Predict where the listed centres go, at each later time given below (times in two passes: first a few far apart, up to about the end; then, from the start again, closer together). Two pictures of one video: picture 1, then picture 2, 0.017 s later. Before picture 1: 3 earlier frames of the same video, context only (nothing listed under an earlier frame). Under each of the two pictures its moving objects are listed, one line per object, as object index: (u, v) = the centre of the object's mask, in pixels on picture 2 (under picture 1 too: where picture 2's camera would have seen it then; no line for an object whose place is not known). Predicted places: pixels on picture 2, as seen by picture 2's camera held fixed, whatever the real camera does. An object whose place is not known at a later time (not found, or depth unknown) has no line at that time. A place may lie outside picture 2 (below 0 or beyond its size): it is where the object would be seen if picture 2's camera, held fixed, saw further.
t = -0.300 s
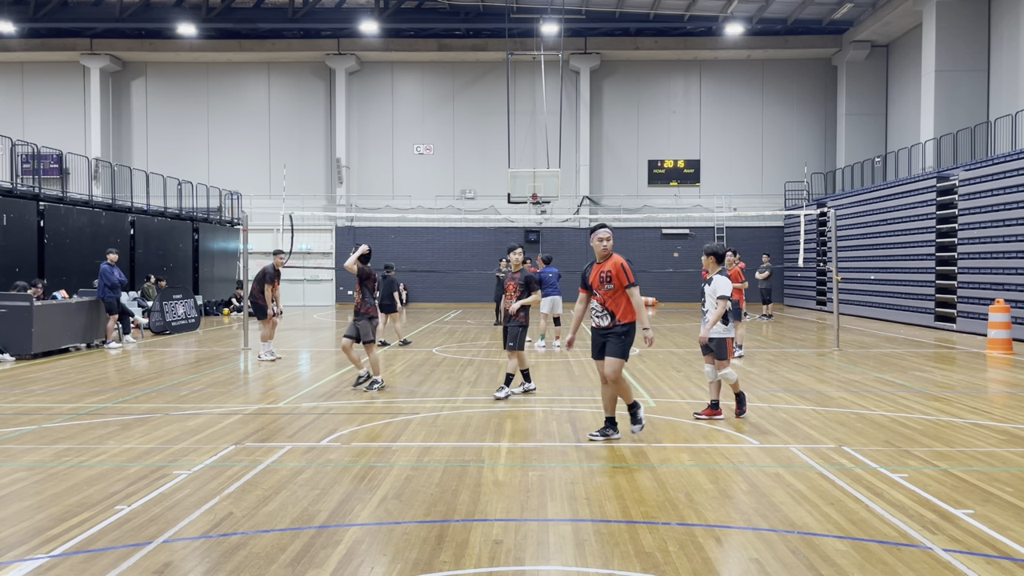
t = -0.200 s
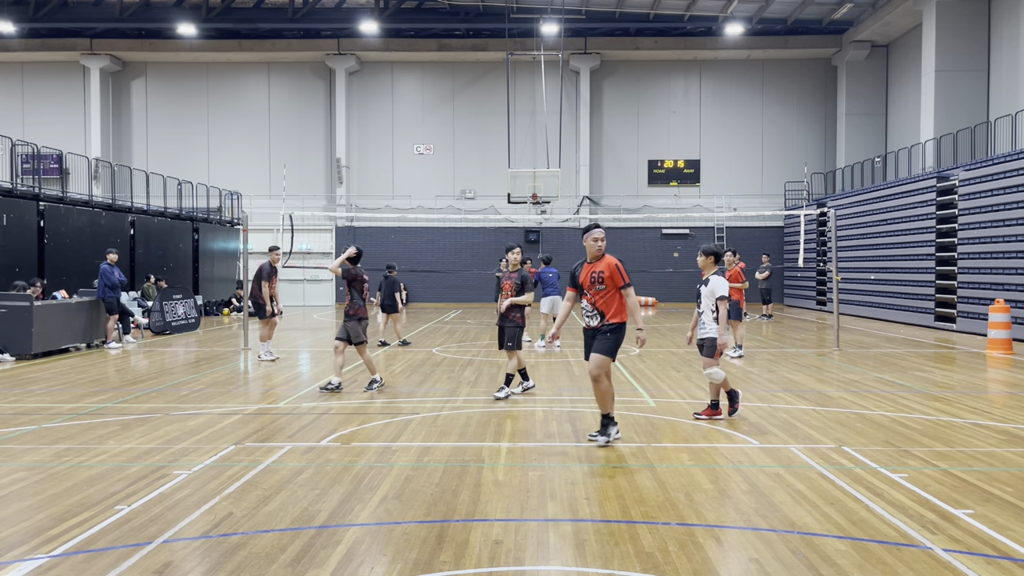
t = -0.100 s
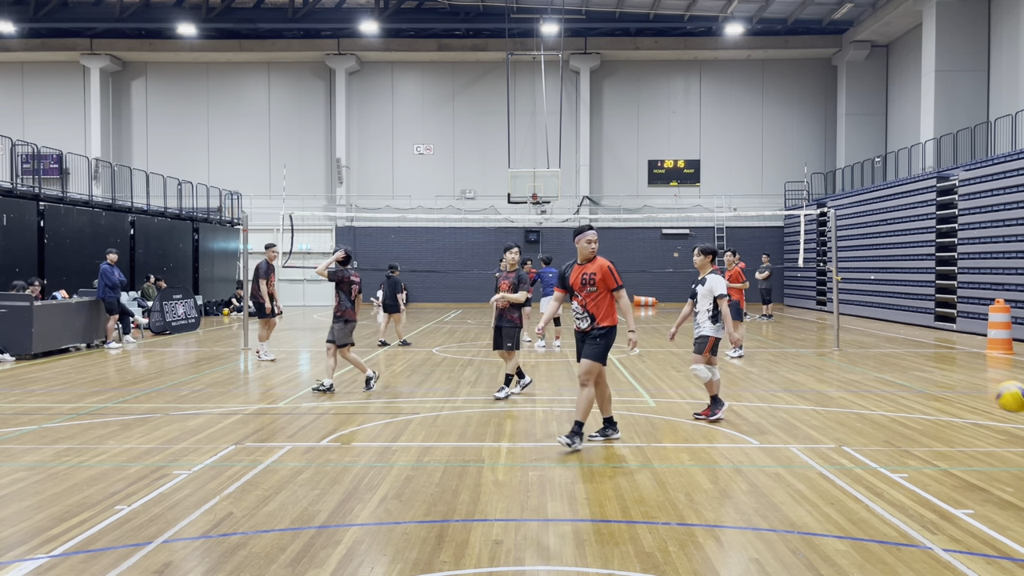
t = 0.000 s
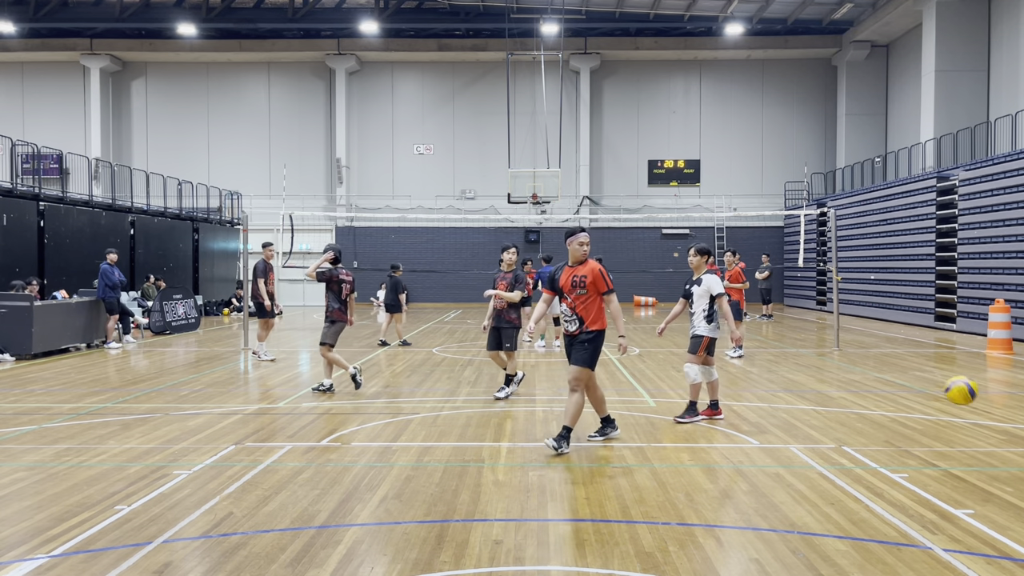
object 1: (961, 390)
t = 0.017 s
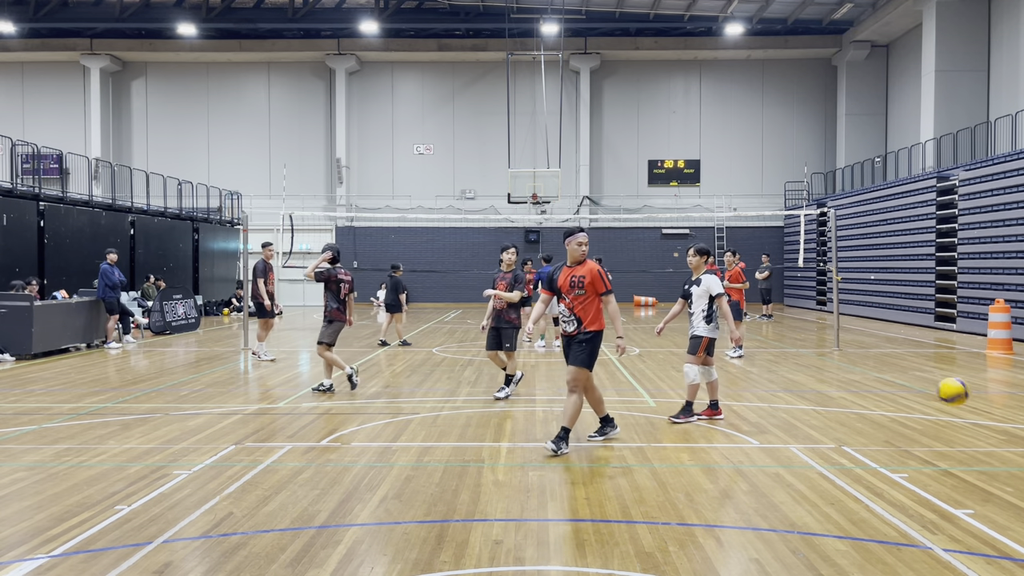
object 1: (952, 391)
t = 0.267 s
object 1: (862, 401)
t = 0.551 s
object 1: (795, 352)
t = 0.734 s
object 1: (764, 365)
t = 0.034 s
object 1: (945, 392)
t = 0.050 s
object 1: (938, 394)
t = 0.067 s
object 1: (932, 395)
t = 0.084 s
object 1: (924, 397)
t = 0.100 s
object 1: (918, 399)
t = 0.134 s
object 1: (905, 405)
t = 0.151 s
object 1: (899, 408)
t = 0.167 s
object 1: (894, 411)
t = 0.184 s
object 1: (888, 415)
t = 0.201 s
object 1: (883, 418)
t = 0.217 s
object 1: (877, 422)
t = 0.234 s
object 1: (872, 415)
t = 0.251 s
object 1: (867, 407)
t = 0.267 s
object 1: (862, 401)
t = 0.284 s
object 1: (857, 394)
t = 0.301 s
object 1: (852, 389)
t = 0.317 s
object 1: (848, 384)
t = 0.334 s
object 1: (843, 379)
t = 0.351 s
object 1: (839, 375)
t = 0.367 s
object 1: (835, 371)
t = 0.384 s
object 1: (832, 368)
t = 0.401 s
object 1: (827, 364)
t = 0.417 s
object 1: (823, 362)
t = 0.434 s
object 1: (820, 359)
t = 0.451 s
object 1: (816, 358)
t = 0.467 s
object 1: (812, 356)
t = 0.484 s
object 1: (809, 354)
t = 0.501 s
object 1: (805, 354)
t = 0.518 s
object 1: (802, 352)
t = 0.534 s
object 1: (798, 352)
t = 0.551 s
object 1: (795, 352)
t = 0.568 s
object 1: (792, 352)
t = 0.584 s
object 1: (789, 352)
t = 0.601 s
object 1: (786, 352)
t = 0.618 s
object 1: (783, 354)
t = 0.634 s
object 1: (780, 354)
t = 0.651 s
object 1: (777, 356)
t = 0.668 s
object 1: (774, 357)
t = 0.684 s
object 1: (772, 359)
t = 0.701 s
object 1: (769, 361)
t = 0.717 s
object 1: (767, 363)
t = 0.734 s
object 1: (764, 365)
